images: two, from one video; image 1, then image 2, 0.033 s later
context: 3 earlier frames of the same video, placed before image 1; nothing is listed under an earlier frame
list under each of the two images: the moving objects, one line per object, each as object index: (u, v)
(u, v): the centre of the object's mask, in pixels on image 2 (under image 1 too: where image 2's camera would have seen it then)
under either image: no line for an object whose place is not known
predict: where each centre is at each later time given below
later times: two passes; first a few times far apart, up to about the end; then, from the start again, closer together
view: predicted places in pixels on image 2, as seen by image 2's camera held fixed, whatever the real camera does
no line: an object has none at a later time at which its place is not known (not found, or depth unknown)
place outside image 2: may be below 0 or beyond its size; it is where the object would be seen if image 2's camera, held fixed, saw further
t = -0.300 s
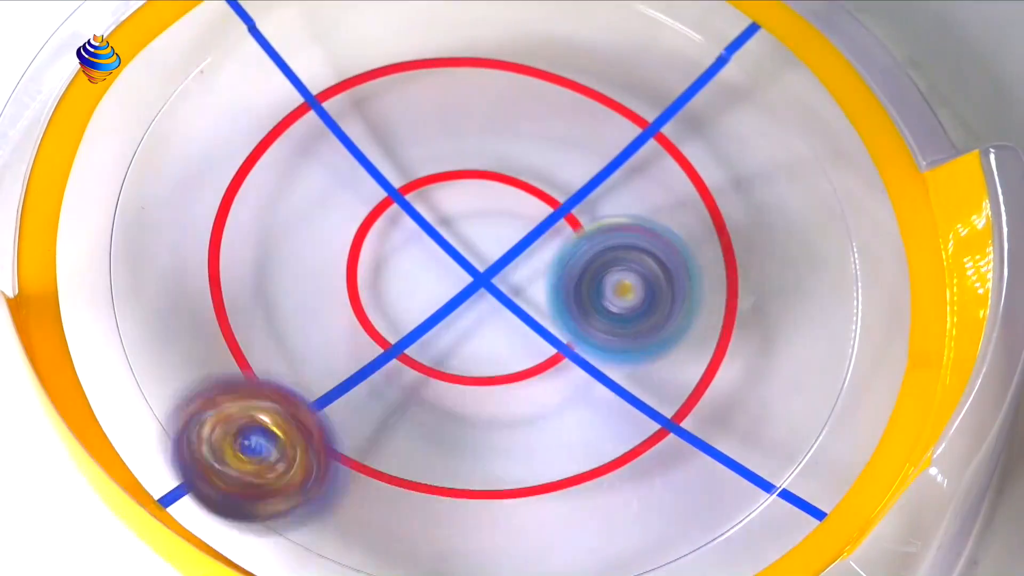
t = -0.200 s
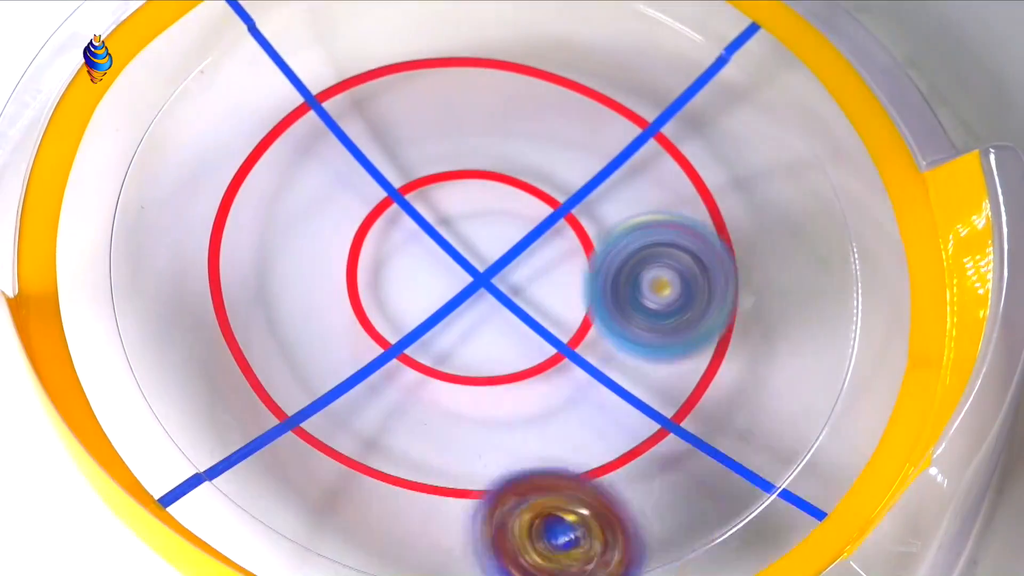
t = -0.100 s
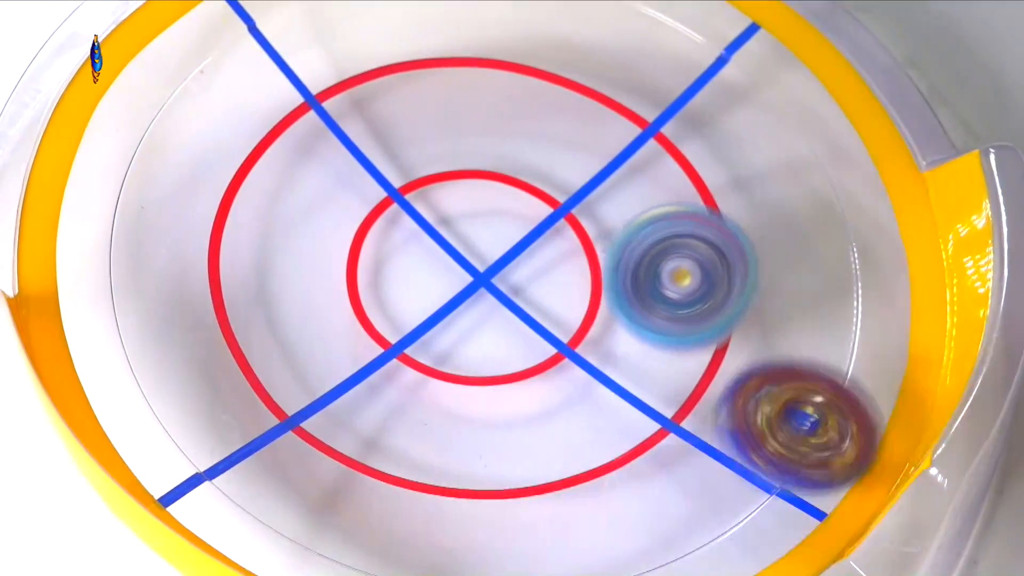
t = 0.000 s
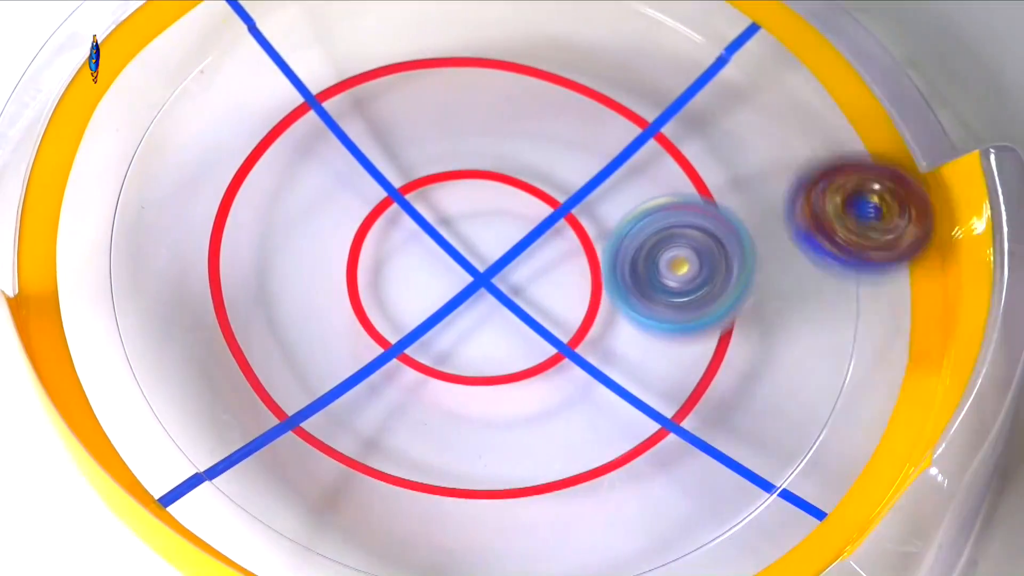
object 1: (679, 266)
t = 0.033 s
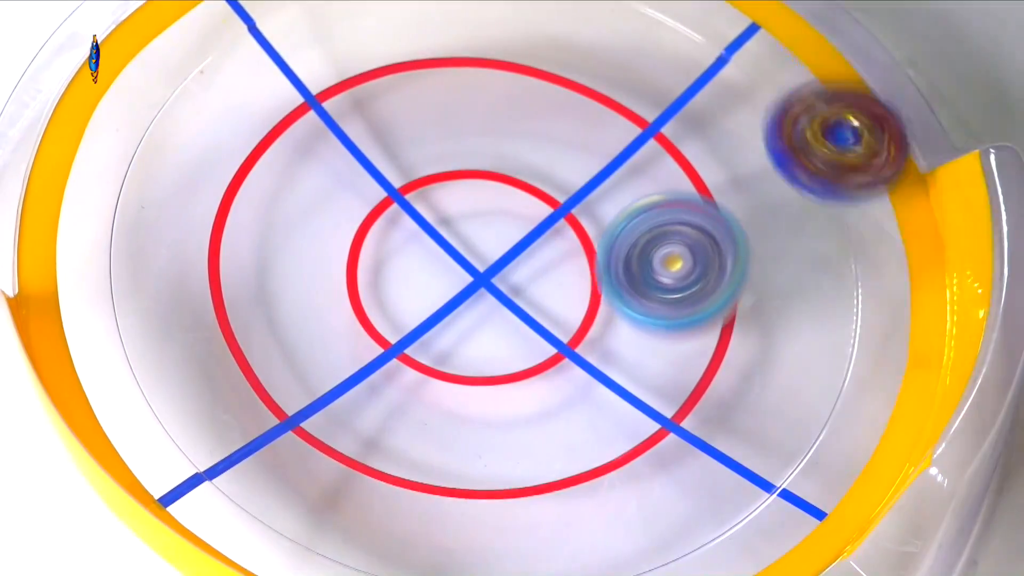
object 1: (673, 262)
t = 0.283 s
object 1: (571, 267)
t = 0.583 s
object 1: (451, 308)
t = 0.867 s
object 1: (418, 353)
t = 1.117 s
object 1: (435, 318)
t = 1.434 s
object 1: (422, 222)
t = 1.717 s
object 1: (387, 163)
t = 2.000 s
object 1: (412, 142)
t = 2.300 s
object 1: (510, 158)
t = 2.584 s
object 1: (581, 161)
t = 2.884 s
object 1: (619, 182)
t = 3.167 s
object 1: (588, 230)
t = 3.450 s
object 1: (556, 298)
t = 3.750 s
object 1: (510, 328)
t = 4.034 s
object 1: (451, 305)
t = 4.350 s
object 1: (406, 258)
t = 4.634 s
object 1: (408, 210)
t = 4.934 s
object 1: (455, 165)
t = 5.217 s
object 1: (513, 143)
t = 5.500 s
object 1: (544, 207)
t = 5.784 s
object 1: (585, 255)
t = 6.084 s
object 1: (533, 239)
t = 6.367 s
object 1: (476, 238)
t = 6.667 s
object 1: (464, 243)
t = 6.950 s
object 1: (481, 225)
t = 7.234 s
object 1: (493, 202)
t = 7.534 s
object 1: (510, 200)
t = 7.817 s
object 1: (525, 210)
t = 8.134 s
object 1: (528, 235)
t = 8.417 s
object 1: (516, 251)
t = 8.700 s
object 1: (495, 259)
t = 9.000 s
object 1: (480, 252)
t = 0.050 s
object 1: (669, 261)
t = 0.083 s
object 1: (659, 258)
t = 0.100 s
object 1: (653, 258)
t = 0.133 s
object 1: (641, 258)
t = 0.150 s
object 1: (634, 257)
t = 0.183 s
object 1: (618, 257)
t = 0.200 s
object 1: (611, 257)
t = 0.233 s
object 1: (596, 259)
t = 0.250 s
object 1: (588, 261)
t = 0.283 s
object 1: (571, 267)
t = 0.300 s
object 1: (563, 269)
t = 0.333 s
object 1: (546, 270)
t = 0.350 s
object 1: (538, 272)
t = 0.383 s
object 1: (523, 273)
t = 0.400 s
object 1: (514, 274)
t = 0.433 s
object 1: (499, 278)
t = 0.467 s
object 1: (485, 283)
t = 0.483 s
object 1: (480, 286)
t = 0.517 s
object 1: (469, 290)
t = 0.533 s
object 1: (464, 294)
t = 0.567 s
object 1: (455, 304)
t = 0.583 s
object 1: (451, 308)
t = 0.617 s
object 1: (445, 311)
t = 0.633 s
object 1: (442, 314)
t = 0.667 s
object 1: (436, 323)
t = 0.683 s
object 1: (433, 326)
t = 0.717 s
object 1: (428, 333)
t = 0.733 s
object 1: (426, 336)
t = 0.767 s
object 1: (422, 341)
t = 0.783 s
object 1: (420, 344)
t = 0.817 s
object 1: (418, 349)
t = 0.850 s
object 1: (418, 352)
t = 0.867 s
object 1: (418, 353)
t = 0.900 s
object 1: (420, 354)
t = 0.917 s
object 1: (421, 353)
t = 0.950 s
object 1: (424, 351)
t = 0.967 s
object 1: (425, 349)
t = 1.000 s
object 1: (428, 345)
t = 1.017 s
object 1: (429, 343)
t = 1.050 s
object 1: (431, 335)
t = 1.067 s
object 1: (432, 331)
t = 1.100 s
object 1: (434, 323)
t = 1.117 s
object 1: (435, 318)
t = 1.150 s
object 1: (437, 308)
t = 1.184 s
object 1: (436, 302)
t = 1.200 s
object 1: (436, 297)
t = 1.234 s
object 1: (439, 280)
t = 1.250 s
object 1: (438, 275)
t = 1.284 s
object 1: (436, 263)
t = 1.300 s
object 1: (435, 257)
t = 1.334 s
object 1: (433, 247)
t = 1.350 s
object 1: (431, 248)
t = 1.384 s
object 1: (428, 240)
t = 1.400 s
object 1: (427, 232)
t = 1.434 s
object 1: (422, 222)
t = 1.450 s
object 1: (420, 217)
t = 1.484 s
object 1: (415, 208)
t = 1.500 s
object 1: (412, 204)
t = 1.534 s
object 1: (407, 195)
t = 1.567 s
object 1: (403, 189)
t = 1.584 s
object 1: (401, 185)
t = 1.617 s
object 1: (397, 179)
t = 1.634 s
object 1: (394, 176)
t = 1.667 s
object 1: (390, 171)
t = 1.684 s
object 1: (388, 169)
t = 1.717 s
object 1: (387, 163)
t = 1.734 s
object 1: (386, 161)
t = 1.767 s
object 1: (385, 156)
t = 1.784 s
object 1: (386, 154)
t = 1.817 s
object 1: (386, 151)
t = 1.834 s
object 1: (386, 149)
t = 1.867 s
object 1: (389, 146)
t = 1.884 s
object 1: (391, 145)
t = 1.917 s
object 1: (396, 143)
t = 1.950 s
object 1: (403, 143)
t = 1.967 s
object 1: (405, 142)
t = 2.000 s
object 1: (412, 142)
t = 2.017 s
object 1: (416, 143)
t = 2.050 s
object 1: (425, 146)
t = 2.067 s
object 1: (431, 147)
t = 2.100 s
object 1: (443, 150)
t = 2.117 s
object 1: (449, 151)
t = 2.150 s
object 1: (459, 153)
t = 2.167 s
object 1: (465, 154)
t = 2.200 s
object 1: (478, 156)
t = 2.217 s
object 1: (484, 158)
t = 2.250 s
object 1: (496, 159)
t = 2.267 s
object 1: (502, 158)
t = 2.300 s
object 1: (510, 158)
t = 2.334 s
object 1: (520, 160)
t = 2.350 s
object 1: (524, 160)
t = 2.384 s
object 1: (536, 160)
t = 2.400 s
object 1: (541, 159)
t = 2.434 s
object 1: (549, 158)
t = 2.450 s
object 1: (551, 158)
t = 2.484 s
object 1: (559, 160)
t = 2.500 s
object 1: (564, 161)
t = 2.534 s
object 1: (573, 161)
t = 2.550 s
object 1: (576, 161)
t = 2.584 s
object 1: (581, 161)
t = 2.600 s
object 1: (585, 162)
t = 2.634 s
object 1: (593, 164)
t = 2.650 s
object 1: (597, 164)
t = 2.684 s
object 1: (603, 164)
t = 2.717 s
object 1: (606, 166)
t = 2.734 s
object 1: (609, 167)
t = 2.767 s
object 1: (614, 170)
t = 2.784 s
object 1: (616, 171)
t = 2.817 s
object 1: (618, 172)
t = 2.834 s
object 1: (617, 174)
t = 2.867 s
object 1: (617, 180)
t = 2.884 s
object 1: (619, 182)
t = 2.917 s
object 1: (619, 185)
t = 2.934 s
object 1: (617, 186)
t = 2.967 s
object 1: (613, 191)
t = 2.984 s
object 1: (612, 194)
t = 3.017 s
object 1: (610, 200)
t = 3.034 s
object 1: (608, 202)
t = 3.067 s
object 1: (601, 207)
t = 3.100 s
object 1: (596, 215)
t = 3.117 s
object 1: (594, 220)
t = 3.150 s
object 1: (591, 227)
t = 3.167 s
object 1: (588, 230)
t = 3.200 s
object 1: (583, 240)
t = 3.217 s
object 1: (581, 244)
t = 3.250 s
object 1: (578, 253)
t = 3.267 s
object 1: (577, 256)
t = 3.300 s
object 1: (571, 267)
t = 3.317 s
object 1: (569, 269)
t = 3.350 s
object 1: (567, 276)
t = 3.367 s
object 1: (566, 280)
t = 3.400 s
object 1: (562, 287)
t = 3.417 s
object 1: (559, 291)
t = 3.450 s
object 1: (556, 298)
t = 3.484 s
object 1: (554, 303)
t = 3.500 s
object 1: (552, 306)
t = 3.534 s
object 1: (547, 312)
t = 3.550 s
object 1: (545, 314)
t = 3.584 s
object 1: (541, 319)
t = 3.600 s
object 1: (538, 320)
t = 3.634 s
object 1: (530, 324)
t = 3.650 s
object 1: (528, 326)
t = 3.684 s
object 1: (524, 328)
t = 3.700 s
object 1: (520, 328)
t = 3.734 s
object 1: (512, 328)
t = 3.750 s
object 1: (510, 328)
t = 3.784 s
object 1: (506, 325)
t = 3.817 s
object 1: (498, 323)
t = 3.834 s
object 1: (494, 322)
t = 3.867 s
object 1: (490, 319)
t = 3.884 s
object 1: (486, 318)
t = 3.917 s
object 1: (477, 319)
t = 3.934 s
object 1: (474, 317)
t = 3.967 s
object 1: (468, 314)
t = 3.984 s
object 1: (462, 310)
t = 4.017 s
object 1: (454, 307)
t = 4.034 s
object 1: (451, 305)
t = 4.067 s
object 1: (445, 299)
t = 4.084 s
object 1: (440, 297)
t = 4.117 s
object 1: (433, 294)
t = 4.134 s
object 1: (432, 292)
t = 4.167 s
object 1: (426, 286)
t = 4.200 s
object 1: (420, 281)
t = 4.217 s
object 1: (419, 279)
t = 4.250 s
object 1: (414, 273)
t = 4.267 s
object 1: (412, 271)
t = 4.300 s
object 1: (410, 266)
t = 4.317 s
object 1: (409, 263)
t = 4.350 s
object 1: (406, 258)
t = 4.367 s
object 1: (404, 256)
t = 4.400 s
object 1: (403, 248)
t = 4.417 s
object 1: (401, 246)
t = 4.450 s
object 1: (399, 240)
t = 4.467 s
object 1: (399, 237)
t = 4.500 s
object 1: (399, 228)
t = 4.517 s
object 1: (399, 226)
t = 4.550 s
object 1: (401, 223)
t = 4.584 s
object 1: (403, 218)
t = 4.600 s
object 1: (403, 214)
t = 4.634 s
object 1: (408, 210)
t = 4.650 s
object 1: (411, 207)
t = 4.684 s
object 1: (413, 202)
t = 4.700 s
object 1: (416, 200)
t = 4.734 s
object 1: (424, 195)
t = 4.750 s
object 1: (425, 192)
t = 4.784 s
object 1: (431, 187)
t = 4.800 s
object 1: (434, 185)
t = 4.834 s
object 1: (439, 178)
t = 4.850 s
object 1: (441, 176)
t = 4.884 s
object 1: (448, 173)
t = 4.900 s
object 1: (451, 169)
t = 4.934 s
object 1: (455, 165)
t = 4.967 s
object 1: (464, 161)
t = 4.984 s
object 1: (467, 157)
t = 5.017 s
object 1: (473, 153)
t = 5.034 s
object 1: (478, 153)
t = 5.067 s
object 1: (484, 147)
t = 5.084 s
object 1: (486, 147)
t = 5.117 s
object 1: (495, 146)
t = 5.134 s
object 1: (498, 144)
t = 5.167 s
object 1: (503, 144)
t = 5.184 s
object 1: (507, 145)
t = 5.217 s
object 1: (513, 143)
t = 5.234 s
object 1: (515, 147)
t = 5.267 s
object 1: (518, 155)
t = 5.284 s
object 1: (520, 159)
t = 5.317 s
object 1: (523, 167)
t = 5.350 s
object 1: (526, 175)
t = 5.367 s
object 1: (528, 179)
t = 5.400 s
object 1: (532, 186)
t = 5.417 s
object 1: (533, 190)
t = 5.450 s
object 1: (538, 197)
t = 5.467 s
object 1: (540, 201)
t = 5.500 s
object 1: (544, 207)
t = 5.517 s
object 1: (547, 211)
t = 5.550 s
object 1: (552, 216)
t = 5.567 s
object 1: (554, 220)
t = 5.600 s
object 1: (561, 226)
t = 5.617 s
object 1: (564, 229)
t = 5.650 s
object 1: (569, 235)
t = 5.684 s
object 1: (575, 240)
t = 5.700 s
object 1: (576, 242)
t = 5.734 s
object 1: (582, 249)
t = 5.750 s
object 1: (583, 251)
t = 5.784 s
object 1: (585, 255)
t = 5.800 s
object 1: (586, 258)
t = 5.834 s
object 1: (587, 261)
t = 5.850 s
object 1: (587, 262)
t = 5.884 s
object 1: (587, 266)
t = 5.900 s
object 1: (585, 264)
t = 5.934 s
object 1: (574, 257)
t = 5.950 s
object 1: (571, 257)
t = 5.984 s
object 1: (561, 251)
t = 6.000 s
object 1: (555, 249)
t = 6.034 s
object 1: (548, 245)
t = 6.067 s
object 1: (537, 240)
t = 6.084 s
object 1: (533, 239)
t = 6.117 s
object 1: (525, 236)
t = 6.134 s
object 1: (520, 235)
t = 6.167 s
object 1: (513, 233)
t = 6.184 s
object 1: (508, 234)
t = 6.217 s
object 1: (502, 234)
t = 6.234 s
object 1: (499, 235)
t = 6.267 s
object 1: (492, 235)
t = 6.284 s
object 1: (491, 236)
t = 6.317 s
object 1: (483, 236)
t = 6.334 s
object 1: (481, 237)
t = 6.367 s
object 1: (476, 238)
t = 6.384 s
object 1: (473, 239)
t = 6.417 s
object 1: (470, 241)
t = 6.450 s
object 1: (465, 245)
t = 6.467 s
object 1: (464, 241)
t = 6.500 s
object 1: (462, 244)
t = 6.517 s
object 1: (461, 240)
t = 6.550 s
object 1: (462, 245)
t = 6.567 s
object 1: (460, 245)
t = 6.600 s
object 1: (462, 244)
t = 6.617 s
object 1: (462, 239)
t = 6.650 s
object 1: (462, 242)
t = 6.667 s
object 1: (464, 243)
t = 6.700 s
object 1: (464, 241)
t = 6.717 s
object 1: (465, 241)
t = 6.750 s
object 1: (466, 237)
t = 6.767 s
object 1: (467, 237)
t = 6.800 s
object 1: (470, 234)
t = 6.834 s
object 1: (472, 232)
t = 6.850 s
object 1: (474, 233)
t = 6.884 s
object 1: (475, 230)
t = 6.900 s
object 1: (477, 229)
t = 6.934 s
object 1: (479, 225)
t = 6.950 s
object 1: (481, 225)
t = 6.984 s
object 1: (484, 221)
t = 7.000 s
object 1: (484, 221)
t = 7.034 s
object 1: (487, 218)
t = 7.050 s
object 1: (487, 215)
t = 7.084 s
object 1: (489, 214)
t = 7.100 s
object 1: (490, 211)
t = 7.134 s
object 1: (490, 209)
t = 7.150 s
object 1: (492, 207)
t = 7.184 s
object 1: (491, 206)
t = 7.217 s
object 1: (493, 203)
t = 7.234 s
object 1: (493, 202)
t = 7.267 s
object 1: (495, 201)
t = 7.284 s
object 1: (495, 200)
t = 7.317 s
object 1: (498, 200)
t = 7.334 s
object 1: (497, 198)
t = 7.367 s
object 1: (500, 199)
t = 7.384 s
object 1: (502, 197)
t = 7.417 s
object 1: (503, 197)
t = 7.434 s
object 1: (505, 196)
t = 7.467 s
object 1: (505, 197)
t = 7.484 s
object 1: (507, 197)
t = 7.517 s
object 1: (508, 198)
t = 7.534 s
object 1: (510, 200)
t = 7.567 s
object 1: (511, 200)
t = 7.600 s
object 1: (514, 201)
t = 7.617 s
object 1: (514, 201)
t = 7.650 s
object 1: (516, 203)
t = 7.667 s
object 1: (517, 202)
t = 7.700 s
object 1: (518, 204)
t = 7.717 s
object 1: (519, 204)
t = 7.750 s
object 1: (520, 207)
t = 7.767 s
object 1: (522, 207)
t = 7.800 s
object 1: (523, 209)
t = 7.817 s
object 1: (525, 210)
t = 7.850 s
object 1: (525, 211)
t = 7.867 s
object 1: (527, 213)
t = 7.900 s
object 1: (527, 214)
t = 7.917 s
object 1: (528, 216)
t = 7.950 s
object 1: (528, 218)
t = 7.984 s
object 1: (531, 222)
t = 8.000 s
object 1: (529, 223)
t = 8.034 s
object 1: (530, 227)
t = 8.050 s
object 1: (529, 227)
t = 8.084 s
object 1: (529, 231)
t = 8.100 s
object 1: (529, 231)
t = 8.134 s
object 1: (528, 235)
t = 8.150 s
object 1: (529, 235)
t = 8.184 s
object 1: (527, 238)
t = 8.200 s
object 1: (527, 238)
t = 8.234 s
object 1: (525, 241)
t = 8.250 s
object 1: (525, 242)
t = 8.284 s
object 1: (523, 244)
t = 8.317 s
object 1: (522, 246)
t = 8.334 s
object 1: (520, 247)
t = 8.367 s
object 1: (519, 250)
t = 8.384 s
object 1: (517, 250)
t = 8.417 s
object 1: (516, 251)
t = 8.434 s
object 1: (514, 252)
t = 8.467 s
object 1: (513, 253)
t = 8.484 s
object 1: (511, 254)
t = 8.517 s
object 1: (510, 255)
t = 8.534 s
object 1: (507, 256)
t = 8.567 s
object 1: (506, 257)
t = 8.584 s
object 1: (502, 257)
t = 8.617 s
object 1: (501, 258)
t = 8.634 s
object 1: (498, 258)
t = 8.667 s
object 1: (497, 258)
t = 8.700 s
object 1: (495, 259)
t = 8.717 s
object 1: (495, 259)
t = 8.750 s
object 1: (492, 256)
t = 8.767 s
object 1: (493, 258)
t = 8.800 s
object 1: (490, 255)
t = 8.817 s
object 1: (490, 254)
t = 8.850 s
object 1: (488, 255)
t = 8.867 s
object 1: (489, 253)
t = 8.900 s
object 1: (485, 257)
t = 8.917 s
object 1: (486, 257)
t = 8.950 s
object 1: (482, 253)
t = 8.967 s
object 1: (483, 253)
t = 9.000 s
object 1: (480, 252)
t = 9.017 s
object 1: (480, 249)
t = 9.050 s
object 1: (477, 247)
